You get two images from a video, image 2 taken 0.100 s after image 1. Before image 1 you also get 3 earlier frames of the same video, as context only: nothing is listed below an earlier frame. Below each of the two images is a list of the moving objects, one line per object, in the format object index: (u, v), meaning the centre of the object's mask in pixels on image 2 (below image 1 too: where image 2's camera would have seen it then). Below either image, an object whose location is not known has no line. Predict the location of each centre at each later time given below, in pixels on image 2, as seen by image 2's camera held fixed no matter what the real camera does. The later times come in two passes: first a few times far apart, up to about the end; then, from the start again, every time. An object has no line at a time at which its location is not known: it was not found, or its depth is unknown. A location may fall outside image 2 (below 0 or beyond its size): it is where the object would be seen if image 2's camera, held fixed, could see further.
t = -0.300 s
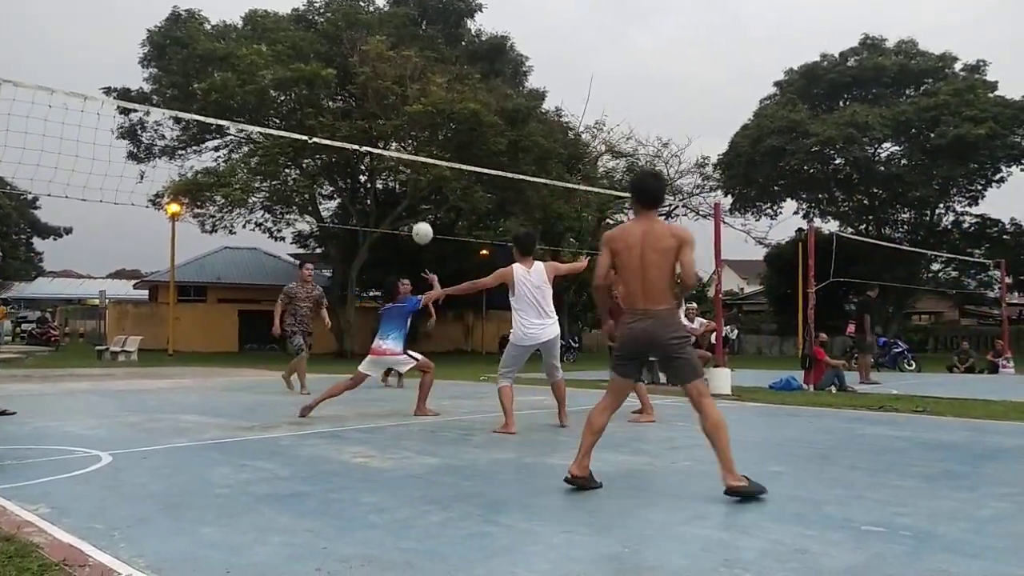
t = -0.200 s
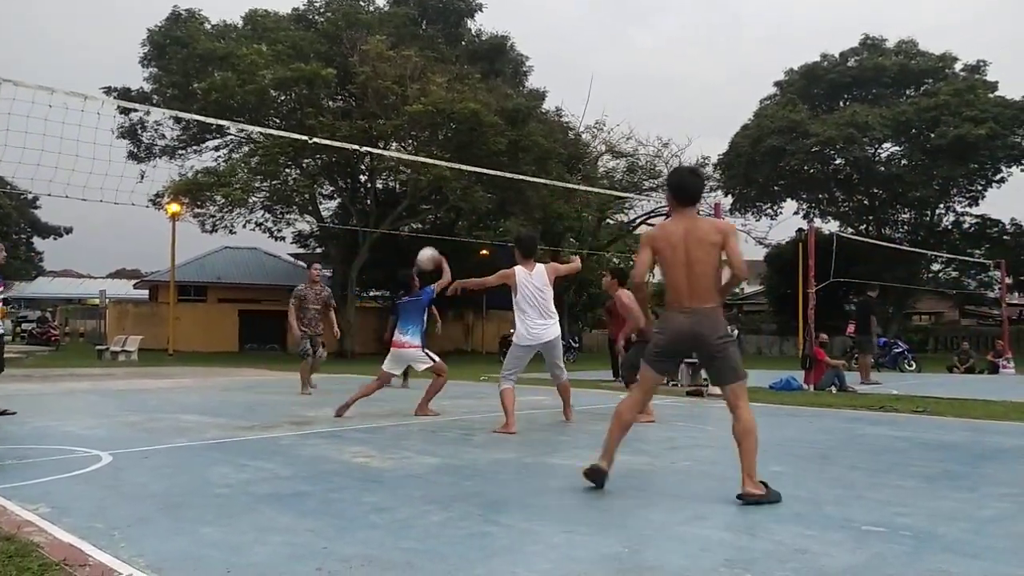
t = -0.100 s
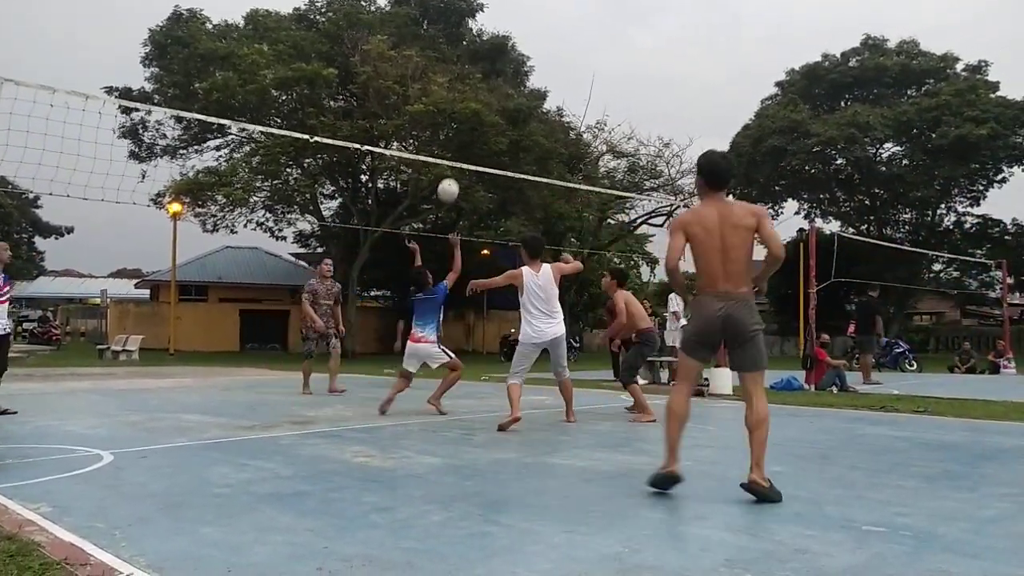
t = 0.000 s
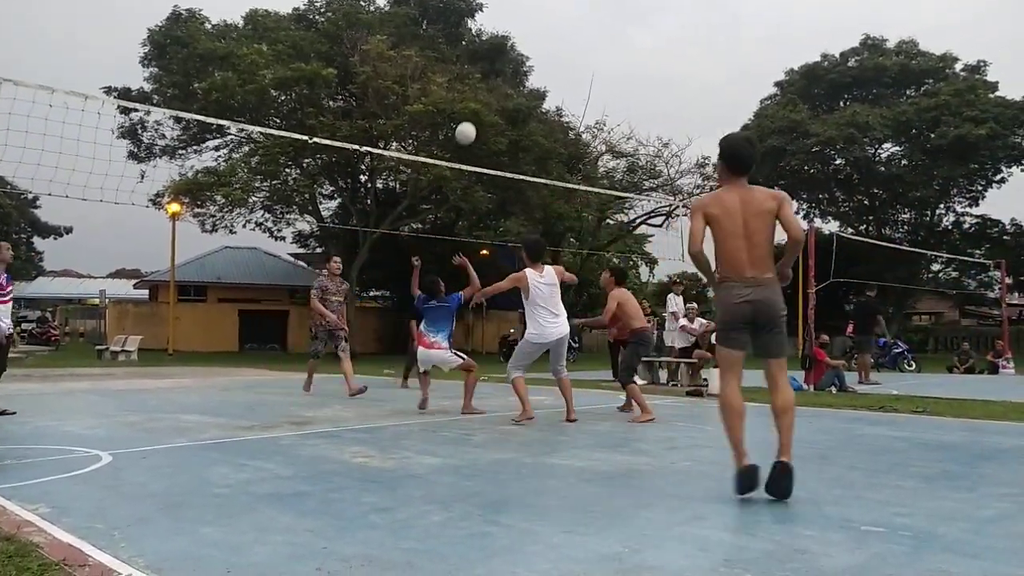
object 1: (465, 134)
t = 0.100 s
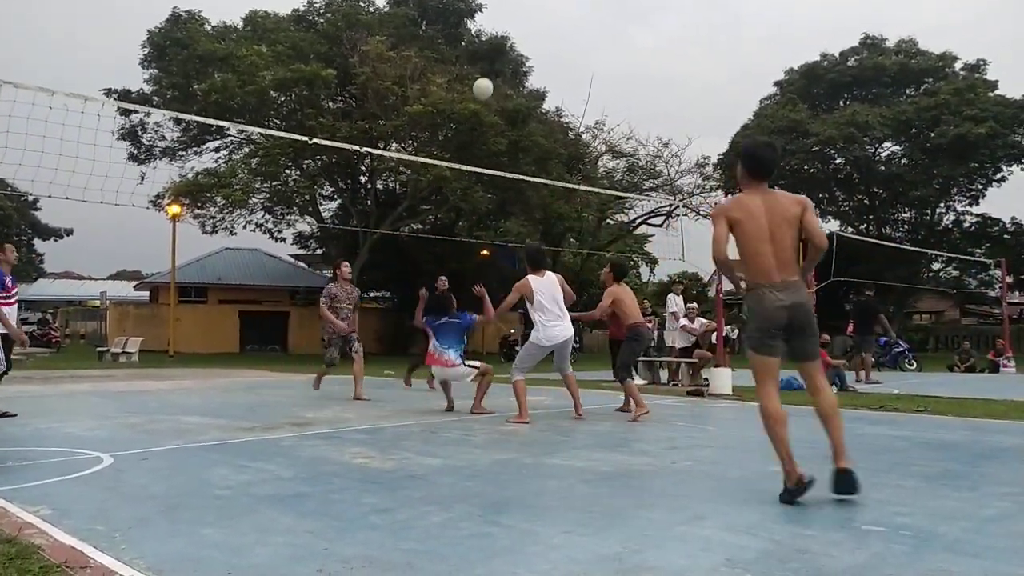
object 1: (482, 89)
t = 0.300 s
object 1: (515, 31)
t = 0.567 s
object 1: (555, 11)
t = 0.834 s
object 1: (592, 51)
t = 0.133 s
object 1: (488, 76)
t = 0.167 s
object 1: (493, 65)
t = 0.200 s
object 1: (499, 54)
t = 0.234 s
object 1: (504, 46)
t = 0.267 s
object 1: (509, 38)
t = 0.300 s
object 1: (515, 31)
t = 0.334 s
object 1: (520, 25)
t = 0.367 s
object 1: (525, 20)
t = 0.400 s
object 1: (530, 16)
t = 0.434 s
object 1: (535, 13)
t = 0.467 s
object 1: (540, 11)
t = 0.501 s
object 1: (545, 10)
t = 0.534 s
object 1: (550, 10)
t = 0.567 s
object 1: (555, 11)
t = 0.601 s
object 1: (559, 13)
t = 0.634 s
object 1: (564, 15)
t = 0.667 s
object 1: (569, 19)
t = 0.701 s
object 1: (574, 24)
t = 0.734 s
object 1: (578, 29)
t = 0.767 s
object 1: (583, 36)
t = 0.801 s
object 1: (587, 43)
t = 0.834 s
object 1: (592, 51)
